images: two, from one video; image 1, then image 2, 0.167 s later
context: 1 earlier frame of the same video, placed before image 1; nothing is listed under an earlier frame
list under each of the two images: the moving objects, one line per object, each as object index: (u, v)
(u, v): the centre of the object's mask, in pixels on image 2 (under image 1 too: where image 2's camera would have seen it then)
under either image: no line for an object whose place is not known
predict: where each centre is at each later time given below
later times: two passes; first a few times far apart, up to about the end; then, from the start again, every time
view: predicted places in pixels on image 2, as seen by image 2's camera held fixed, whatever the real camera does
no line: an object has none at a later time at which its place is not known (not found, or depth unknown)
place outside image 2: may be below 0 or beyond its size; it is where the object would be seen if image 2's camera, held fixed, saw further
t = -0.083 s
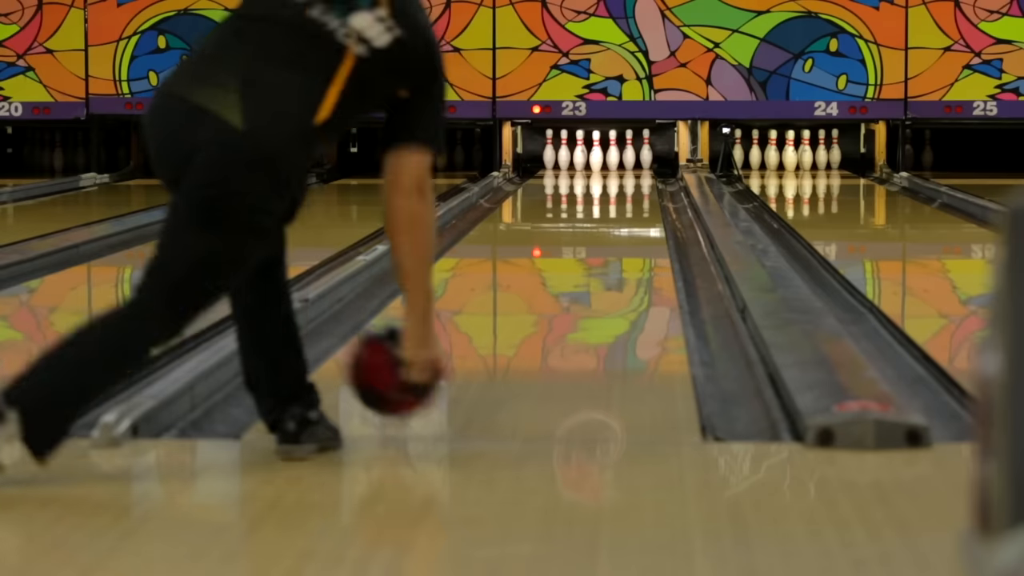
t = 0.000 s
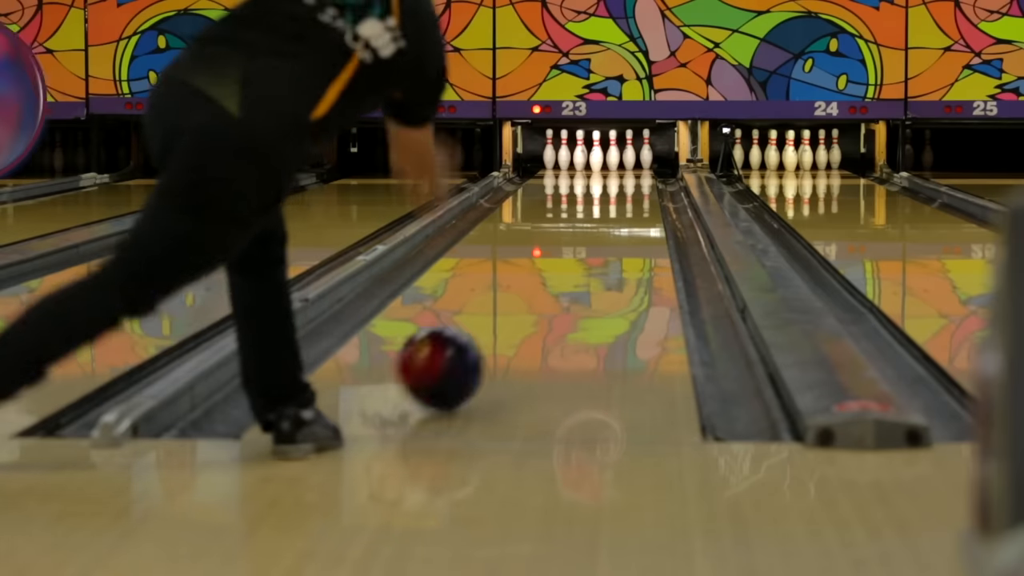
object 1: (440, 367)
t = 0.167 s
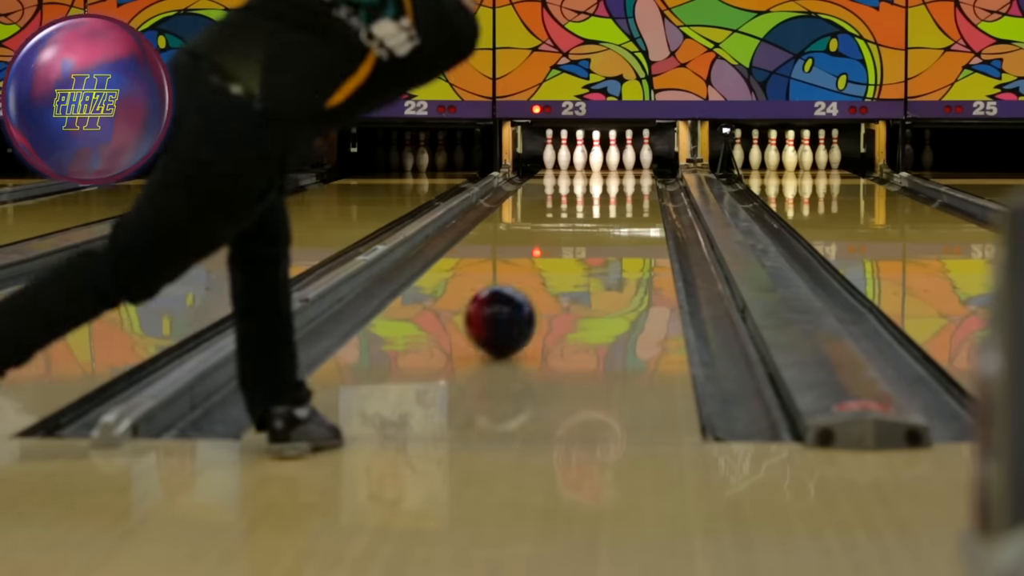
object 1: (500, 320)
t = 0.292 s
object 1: (533, 294)
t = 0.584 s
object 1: (584, 250)
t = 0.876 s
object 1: (616, 222)
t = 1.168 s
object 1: (637, 202)
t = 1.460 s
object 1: (646, 187)
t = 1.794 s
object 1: (644, 175)
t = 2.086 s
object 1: (627, 166)
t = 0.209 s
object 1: (512, 311)
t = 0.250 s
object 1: (522, 302)
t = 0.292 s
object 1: (533, 294)
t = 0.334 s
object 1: (542, 286)
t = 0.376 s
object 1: (550, 280)
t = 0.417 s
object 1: (558, 273)
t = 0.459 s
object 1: (565, 266)
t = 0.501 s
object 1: (572, 261)
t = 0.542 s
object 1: (578, 256)
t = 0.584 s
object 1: (584, 250)
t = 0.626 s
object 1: (590, 246)
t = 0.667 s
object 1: (595, 242)
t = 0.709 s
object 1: (600, 237)
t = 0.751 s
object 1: (604, 233)
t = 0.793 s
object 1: (609, 229)
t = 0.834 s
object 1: (613, 226)
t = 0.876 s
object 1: (616, 222)
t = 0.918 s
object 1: (620, 219)
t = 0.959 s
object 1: (624, 215)
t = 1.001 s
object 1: (626, 212)
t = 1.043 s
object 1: (630, 209)
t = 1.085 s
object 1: (632, 207)
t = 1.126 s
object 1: (634, 204)
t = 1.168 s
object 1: (637, 202)
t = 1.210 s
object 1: (639, 199)
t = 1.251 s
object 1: (641, 197)
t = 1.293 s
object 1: (642, 195)
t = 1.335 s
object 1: (643, 193)
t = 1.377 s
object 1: (645, 192)
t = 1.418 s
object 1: (646, 189)
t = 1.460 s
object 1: (646, 187)
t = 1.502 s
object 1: (647, 186)
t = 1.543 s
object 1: (647, 184)
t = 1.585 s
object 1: (647, 182)
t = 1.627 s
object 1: (647, 181)
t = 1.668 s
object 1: (646, 179)
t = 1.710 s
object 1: (646, 178)
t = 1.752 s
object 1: (645, 176)
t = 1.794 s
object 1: (644, 175)
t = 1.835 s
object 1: (642, 174)
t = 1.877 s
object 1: (640, 172)
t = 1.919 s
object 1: (638, 171)
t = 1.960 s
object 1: (635, 170)
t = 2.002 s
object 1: (633, 169)
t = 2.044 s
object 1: (630, 168)
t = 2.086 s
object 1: (627, 166)
